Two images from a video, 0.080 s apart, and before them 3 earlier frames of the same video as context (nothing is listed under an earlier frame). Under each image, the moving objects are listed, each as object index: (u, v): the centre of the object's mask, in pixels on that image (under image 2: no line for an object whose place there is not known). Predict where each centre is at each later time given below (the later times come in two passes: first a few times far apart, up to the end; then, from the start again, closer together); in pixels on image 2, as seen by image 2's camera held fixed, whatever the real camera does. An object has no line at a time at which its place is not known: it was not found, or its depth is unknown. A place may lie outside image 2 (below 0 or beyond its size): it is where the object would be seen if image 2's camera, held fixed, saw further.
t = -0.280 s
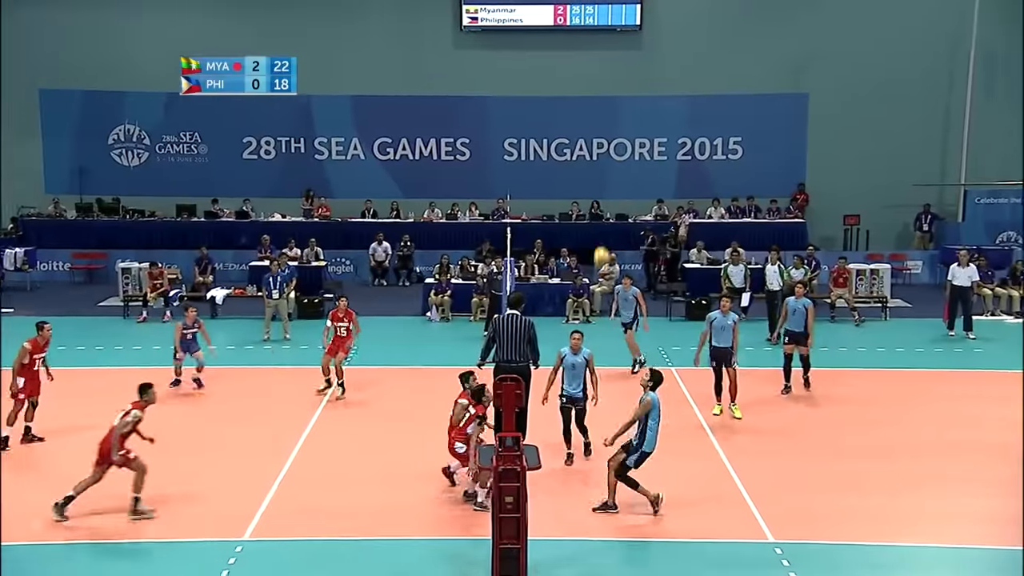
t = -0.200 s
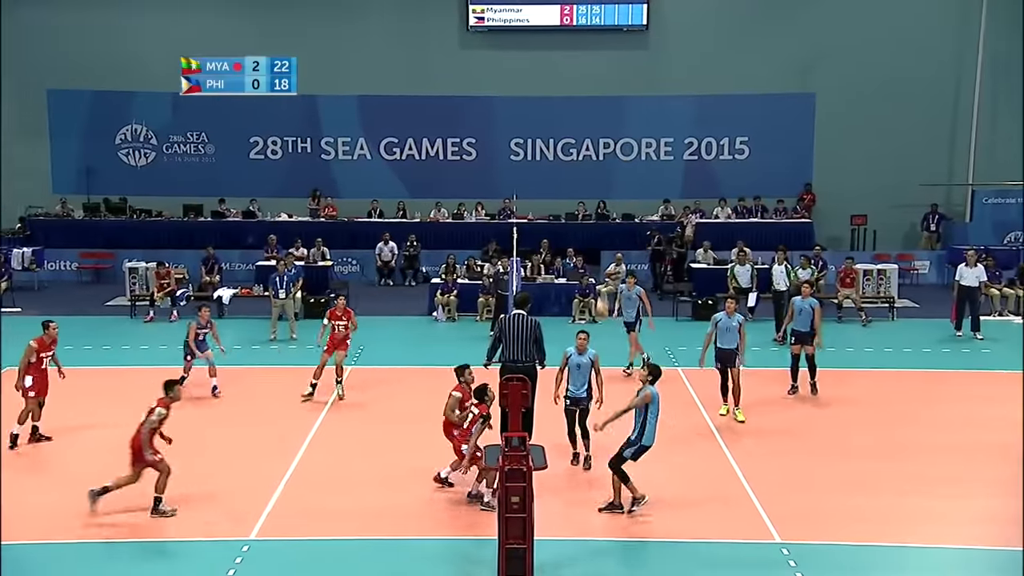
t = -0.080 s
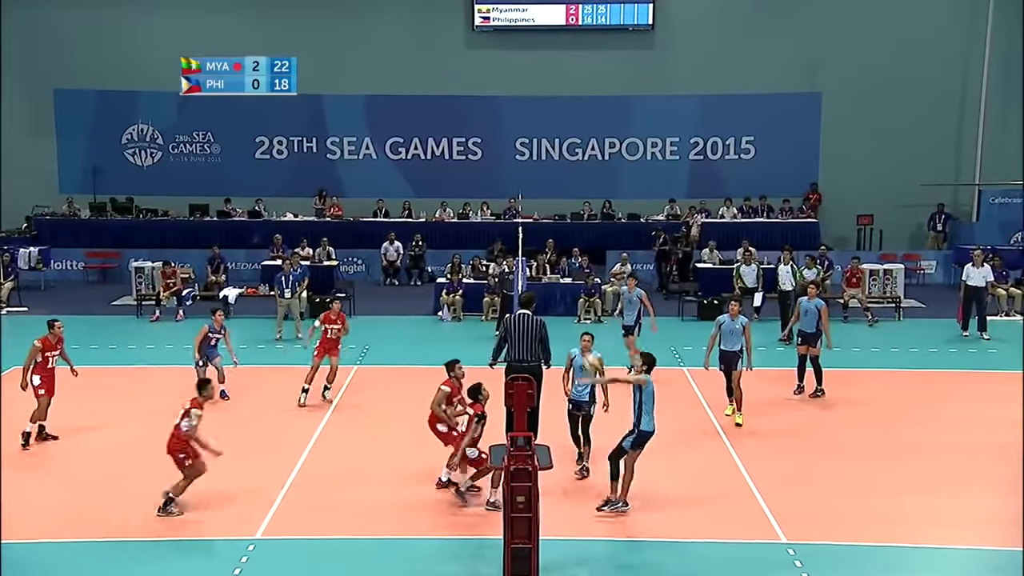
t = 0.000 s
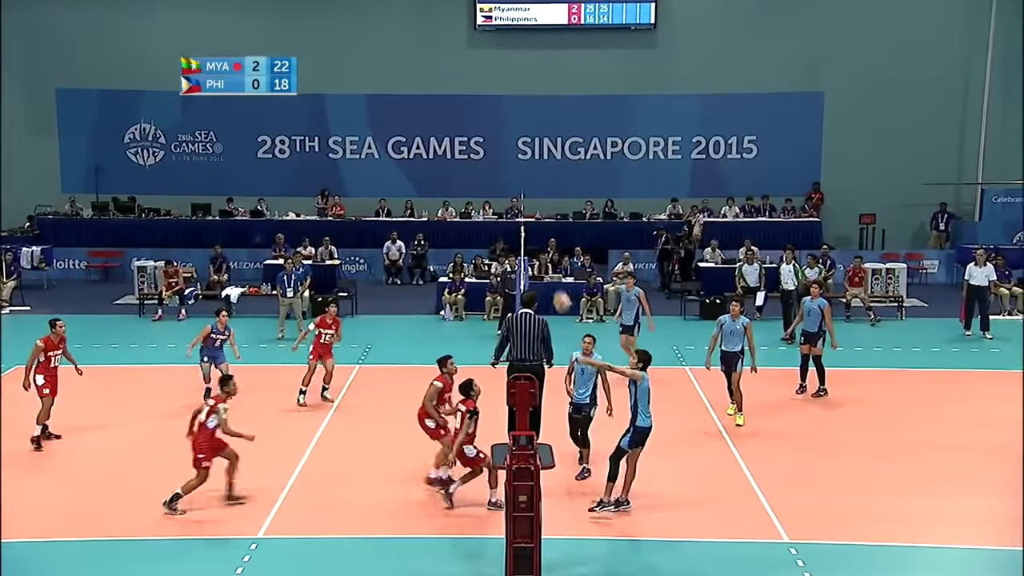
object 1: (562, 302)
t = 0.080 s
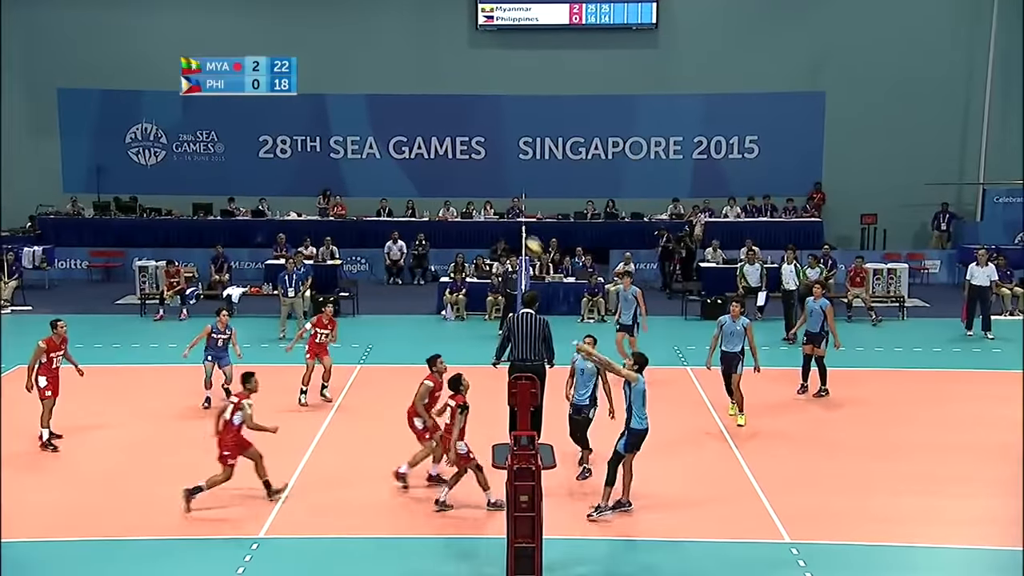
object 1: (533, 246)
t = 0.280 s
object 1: (460, 135)
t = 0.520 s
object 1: (378, 52)
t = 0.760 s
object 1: (300, 20)
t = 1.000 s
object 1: (228, 35)
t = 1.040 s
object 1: (216, 43)
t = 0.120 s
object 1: (519, 222)
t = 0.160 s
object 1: (505, 196)
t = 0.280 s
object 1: (460, 135)
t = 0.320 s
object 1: (446, 118)
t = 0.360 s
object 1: (433, 103)
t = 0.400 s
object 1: (419, 88)
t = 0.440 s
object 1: (406, 75)
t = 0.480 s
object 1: (391, 62)
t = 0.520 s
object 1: (378, 52)
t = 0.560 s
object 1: (364, 43)
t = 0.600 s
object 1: (350, 35)
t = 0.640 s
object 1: (337, 30)
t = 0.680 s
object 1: (325, 24)
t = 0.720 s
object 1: (311, 21)
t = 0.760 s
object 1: (300, 20)
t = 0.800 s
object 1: (286, 19)
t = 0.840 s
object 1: (274, 19)
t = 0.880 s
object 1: (263, 21)
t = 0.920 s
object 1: (249, 25)
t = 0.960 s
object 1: (239, 29)
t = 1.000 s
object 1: (228, 35)
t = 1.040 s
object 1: (216, 43)
